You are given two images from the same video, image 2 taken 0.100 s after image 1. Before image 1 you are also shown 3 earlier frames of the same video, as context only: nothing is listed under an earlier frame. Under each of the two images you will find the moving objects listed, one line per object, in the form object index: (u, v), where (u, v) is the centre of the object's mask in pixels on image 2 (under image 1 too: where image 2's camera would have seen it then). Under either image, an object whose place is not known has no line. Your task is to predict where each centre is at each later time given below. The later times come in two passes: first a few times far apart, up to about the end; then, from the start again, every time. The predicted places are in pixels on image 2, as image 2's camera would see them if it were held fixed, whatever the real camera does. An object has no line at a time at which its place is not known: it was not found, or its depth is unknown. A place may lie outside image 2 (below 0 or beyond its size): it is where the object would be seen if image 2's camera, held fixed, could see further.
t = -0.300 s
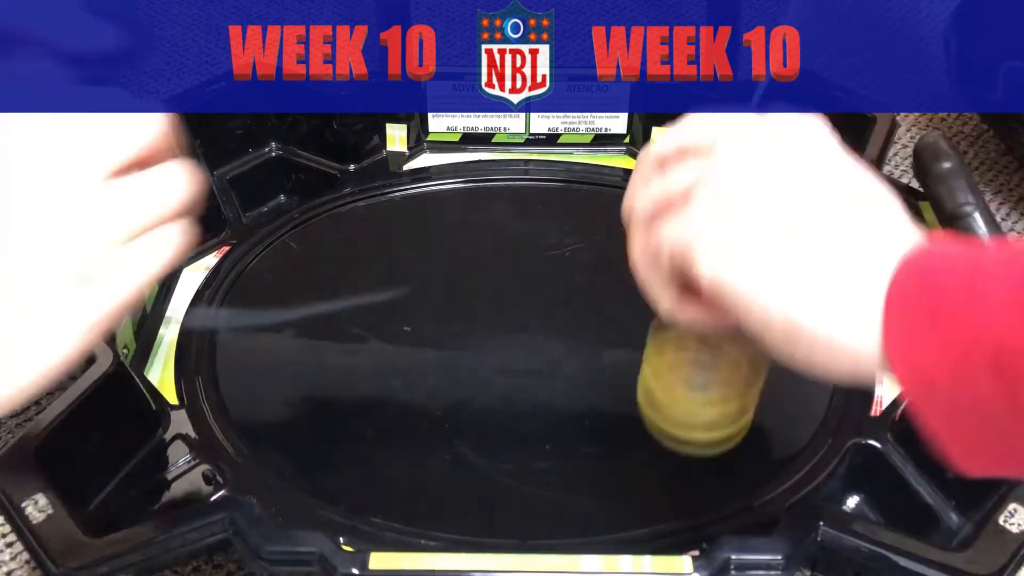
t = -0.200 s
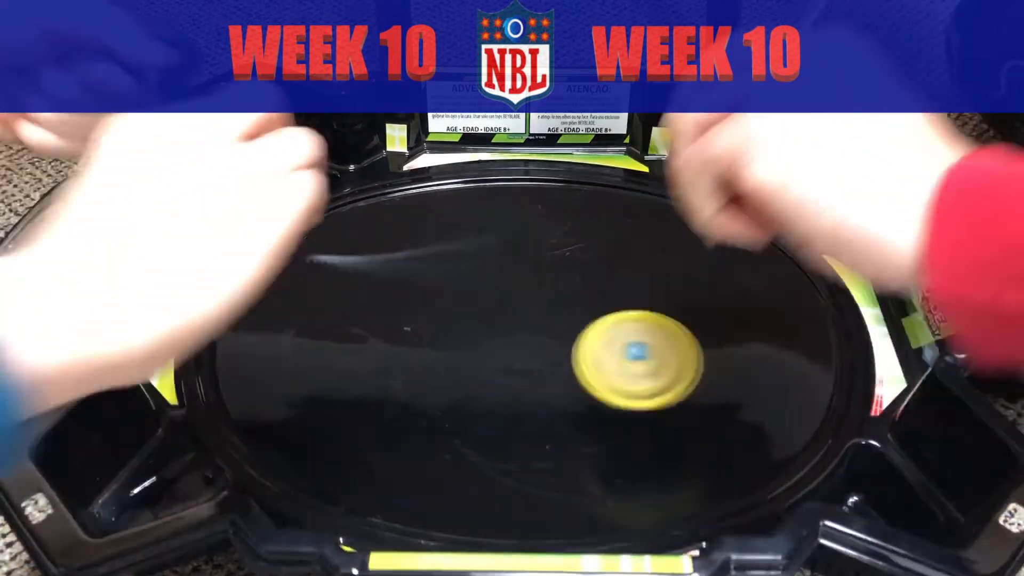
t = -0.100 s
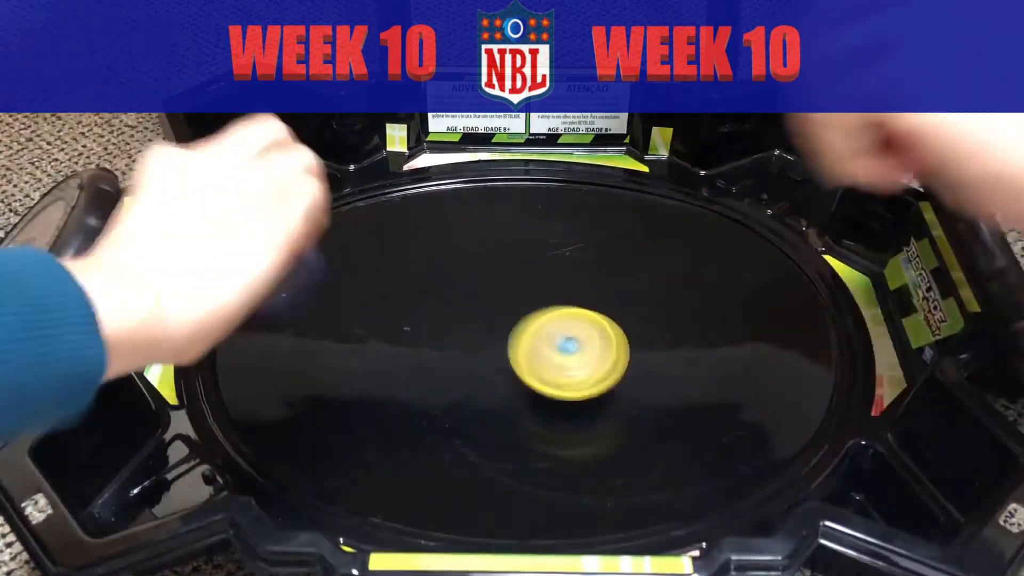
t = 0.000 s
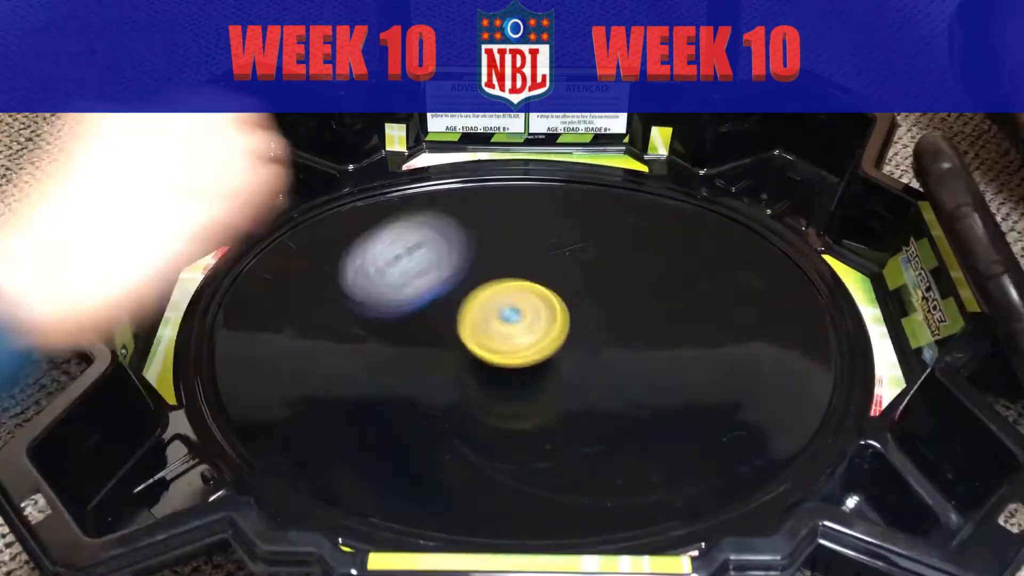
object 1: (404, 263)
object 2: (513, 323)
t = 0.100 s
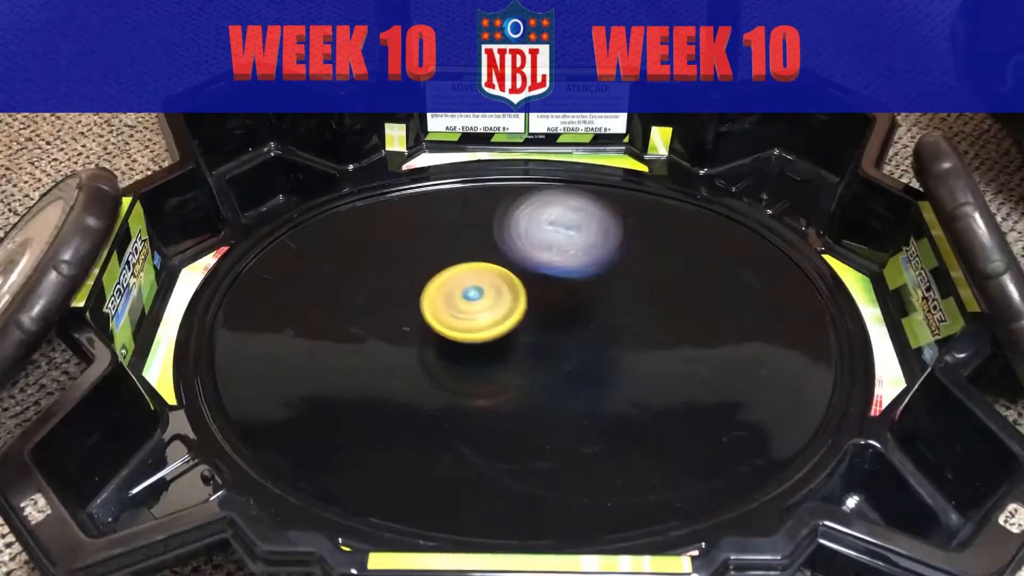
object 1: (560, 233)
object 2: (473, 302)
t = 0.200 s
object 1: (670, 226)
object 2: (454, 293)
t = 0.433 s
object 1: (761, 292)
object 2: (438, 326)
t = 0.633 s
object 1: (599, 387)
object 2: (448, 348)
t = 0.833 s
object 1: (587, 419)
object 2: (275, 263)
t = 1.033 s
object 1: (505, 392)
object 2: (269, 278)
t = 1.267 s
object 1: (559, 321)
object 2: (255, 301)
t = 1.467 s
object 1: (708, 315)
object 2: (232, 293)
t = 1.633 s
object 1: (741, 367)
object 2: (279, 295)
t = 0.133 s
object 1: (605, 247)
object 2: (467, 299)
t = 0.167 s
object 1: (638, 234)
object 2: (460, 292)
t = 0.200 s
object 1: (670, 226)
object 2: (454, 293)
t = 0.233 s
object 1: (696, 225)
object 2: (449, 300)
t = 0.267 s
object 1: (719, 225)
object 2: (446, 302)
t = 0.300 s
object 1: (739, 230)
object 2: (443, 306)
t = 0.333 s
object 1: (754, 240)
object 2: (440, 311)
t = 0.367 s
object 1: (763, 254)
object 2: (438, 316)
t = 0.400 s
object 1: (765, 273)
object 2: (437, 321)
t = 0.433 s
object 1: (761, 292)
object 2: (438, 326)
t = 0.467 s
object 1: (749, 314)
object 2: (438, 330)
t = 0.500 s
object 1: (731, 336)
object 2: (439, 335)
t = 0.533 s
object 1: (704, 354)
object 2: (441, 339)
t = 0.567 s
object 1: (672, 370)
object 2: (443, 343)
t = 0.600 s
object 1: (637, 382)
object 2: (445, 345)
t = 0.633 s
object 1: (599, 387)
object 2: (448, 348)
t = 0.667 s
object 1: (560, 388)
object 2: (451, 351)
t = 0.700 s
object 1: (557, 396)
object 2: (421, 339)
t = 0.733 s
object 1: (570, 407)
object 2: (374, 318)
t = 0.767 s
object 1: (580, 414)
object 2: (334, 297)
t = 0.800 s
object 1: (586, 418)
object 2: (302, 279)
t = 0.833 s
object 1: (587, 419)
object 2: (275, 263)
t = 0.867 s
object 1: (583, 418)
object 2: (252, 252)
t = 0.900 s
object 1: (576, 416)
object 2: (239, 245)
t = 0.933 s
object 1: (563, 412)
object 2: (241, 249)
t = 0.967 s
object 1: (547, 407)
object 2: (246, 257)
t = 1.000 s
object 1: (527, 400)
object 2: (256, 267)
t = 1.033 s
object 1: (505, 392)
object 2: (269, 278)
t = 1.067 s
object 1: (484, 383)
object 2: (283, 288)
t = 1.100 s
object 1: (464, 372)
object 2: (300, 299)
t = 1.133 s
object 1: (447, 358)
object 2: (319, 310)
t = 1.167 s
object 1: (443, 345)
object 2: (329, 317)
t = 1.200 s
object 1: (484, 336)
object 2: (299, 311)
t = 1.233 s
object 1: (522, 328)
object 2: (272, 305)
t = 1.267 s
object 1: (559, 321)
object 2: (255, 301)
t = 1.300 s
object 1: (591, 315)
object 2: (245, 298)
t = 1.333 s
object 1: (621, 311)
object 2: (237, 296)
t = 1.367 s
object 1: (649, 308)
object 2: (232, 294)
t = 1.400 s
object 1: (671, 308)
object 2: (229, 293)
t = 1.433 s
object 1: (692, 311)
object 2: (229, 293)
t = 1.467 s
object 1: (708, 315)
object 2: (232, 293)
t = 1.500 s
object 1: (722, 322)
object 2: (237, 293)
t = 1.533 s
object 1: (731, 332)
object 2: (245, 294)
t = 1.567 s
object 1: (738, 342)
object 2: (255, 295)
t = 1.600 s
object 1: (741, 354)
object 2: (267, 295)
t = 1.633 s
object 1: (741, 367)
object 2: (279, 295)
